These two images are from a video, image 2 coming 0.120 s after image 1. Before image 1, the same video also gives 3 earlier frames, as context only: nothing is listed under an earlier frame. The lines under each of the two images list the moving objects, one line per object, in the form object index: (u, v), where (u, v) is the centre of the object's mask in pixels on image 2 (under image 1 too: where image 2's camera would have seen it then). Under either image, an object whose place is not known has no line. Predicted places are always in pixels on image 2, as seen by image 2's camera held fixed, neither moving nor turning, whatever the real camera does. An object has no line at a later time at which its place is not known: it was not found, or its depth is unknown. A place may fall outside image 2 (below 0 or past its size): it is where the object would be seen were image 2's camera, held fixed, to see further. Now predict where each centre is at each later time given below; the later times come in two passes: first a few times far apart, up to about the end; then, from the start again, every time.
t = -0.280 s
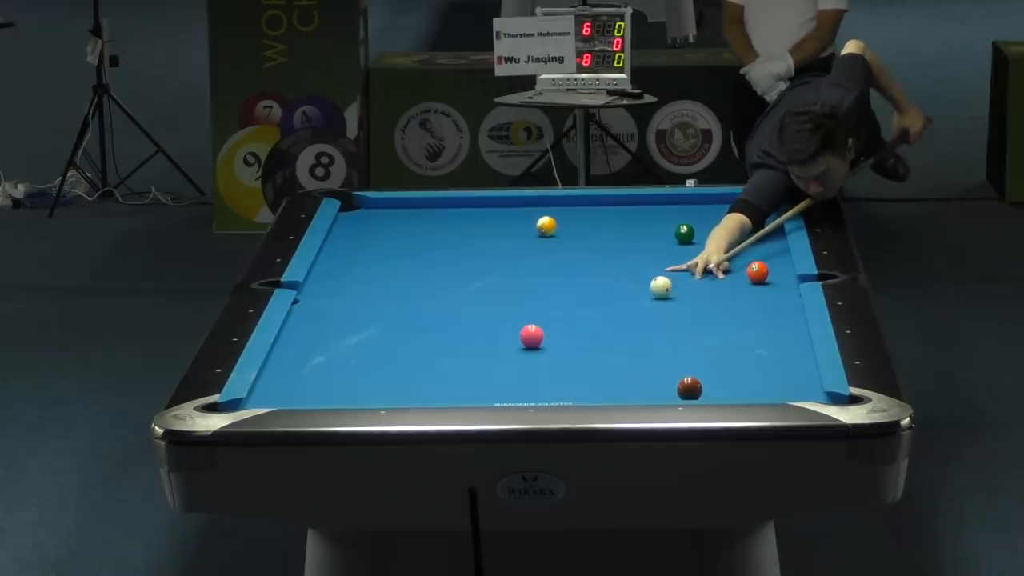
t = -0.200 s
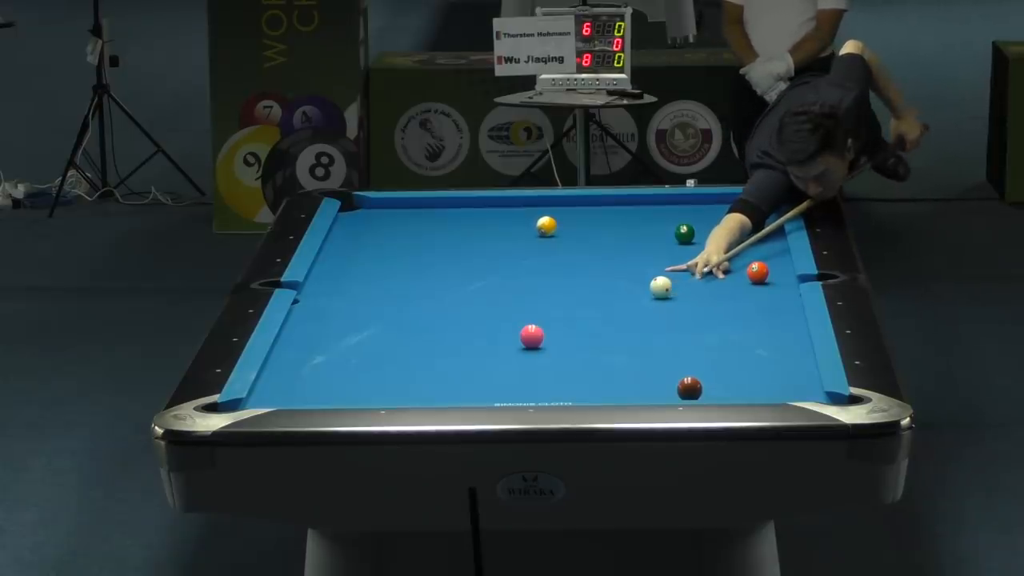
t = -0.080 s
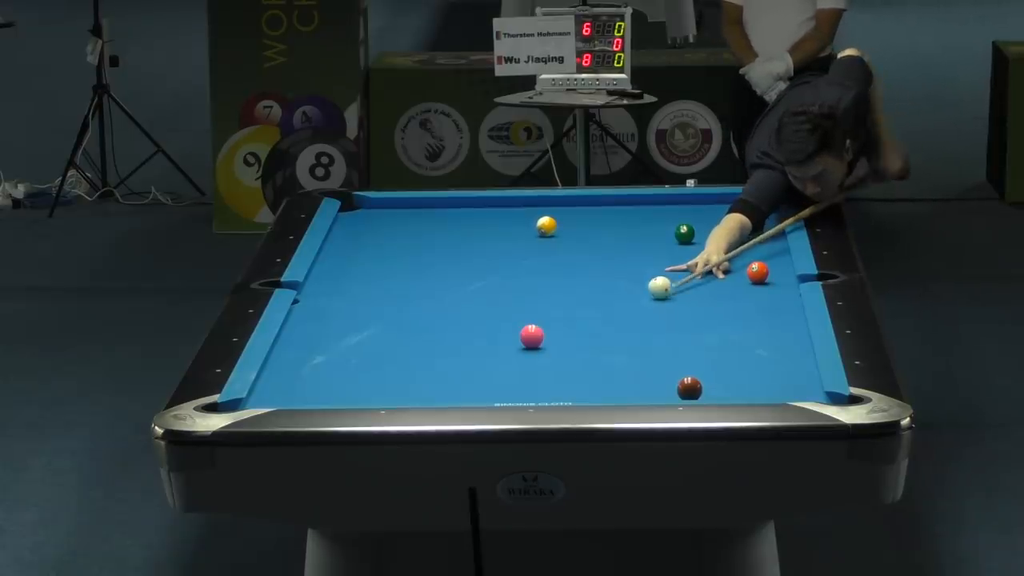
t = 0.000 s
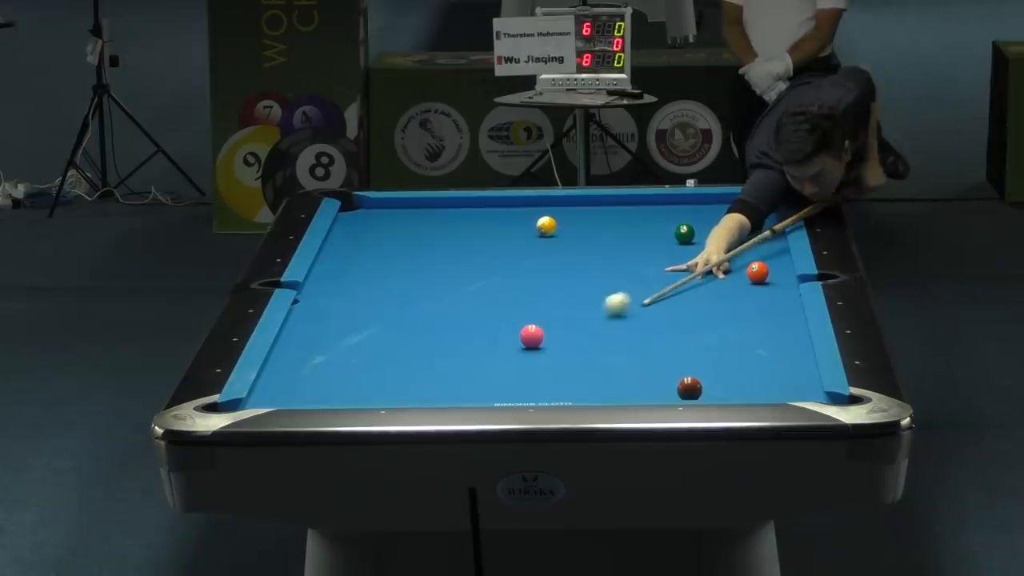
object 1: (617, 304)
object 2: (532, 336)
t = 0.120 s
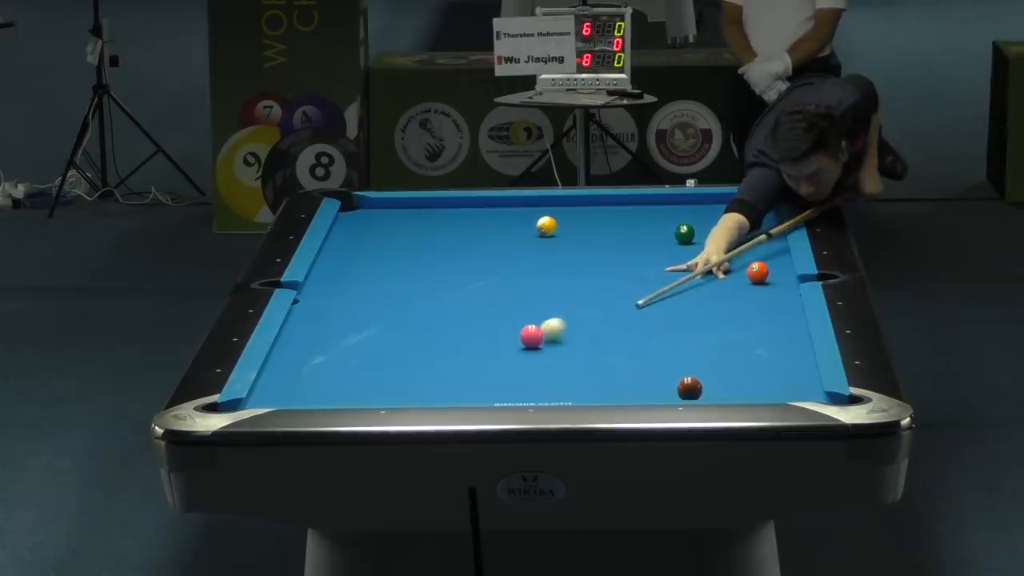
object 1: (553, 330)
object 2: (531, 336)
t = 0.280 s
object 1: (571, 335)
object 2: (432, 362)
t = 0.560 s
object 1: (616, 334)
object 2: (268, 399)
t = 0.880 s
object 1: (665, 332)
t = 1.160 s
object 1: (704, 330)
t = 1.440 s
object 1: (741, 328)
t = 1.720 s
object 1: (775, 327)
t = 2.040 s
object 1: (788, 325)
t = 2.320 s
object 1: (772, 325)
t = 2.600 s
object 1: (759, 325)
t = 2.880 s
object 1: (748, 324)
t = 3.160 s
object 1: (740, 324)
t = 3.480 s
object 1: (735, 324)
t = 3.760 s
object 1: (733, 323)
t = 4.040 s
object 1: (732, 323)
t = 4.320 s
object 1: (733, 323)
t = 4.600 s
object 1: (732, 323)
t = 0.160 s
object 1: (553, 333)
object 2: (510, 341)
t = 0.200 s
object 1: (559, 334)
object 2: (484, 348)
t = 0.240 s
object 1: (565, 335)
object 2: (457, 354)
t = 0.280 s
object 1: (571, 335)
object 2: (432, 362)
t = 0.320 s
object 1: (577, 336)
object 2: (407, 368)
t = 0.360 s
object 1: (584, 336)
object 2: (383, 375)
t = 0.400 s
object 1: (591, 335)
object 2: (360, 381)
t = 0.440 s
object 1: (597, 335)
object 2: (337, 387)
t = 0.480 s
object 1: (604, 335)
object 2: (314, 391)
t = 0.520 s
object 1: (610, 334)
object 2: (290, 395)
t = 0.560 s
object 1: (616, 334)
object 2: (268, 399)
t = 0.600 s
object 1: (622, 334)
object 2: (242, 404)
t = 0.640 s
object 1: (629, 333)
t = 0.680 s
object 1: (635, 333)
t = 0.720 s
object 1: (641, 333)
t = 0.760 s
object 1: (647, 333)
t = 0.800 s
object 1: (653, 333)
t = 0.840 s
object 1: (659, 332)
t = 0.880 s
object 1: (665, 332)
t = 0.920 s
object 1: (671, 332)
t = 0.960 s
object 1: (676, 331)
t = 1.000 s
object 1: (682, 331)
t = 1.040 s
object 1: (688, 331)
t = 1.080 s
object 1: (693, 330)
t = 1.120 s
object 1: (699, 330)
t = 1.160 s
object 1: (704, 330)
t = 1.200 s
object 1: (710, 330)
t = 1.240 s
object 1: (715, 330)
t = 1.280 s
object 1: (720, 329)
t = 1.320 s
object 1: (726, 329)
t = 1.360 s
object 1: (731, 329)
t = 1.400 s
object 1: (736, 329)
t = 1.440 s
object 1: (741, 328)
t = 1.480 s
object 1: (746, 328)
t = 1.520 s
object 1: (751, 328)
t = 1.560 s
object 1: (755, 327)
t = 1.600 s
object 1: (761, 327)
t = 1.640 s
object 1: (765, 327)
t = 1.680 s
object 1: (770, 327)
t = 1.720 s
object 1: (775, 327)
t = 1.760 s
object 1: (779, 326)
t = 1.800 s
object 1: (783, 326)
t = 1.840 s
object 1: (787, 326)
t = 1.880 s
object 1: (792, 326)
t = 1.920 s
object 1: (795, 325)
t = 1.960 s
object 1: (792, 325)
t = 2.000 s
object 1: (790, 325)
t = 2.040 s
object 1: (788, 325)
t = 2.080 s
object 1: (785, 325)
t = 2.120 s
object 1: (783, 325)
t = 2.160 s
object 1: (780, 325)
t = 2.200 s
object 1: (778, 325)
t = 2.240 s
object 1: (776, 325)
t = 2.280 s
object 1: (774, 325)
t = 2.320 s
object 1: (772, 325)
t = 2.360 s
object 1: (770, 325)
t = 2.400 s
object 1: (768, 325)
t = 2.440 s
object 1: (766, 325)
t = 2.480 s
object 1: (764, 325)
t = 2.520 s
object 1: (762, 325)
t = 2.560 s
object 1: (760, 325)
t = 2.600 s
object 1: (759, 325)
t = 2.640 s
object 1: (757, 325)
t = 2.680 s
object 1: (755, 325)
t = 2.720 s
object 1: (753, 325)
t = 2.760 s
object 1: (752, 325)
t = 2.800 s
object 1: (750, 325)
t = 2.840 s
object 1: (749, 324)
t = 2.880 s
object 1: (748, 324)
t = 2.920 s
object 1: (746, 324)
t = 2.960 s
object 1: (745, 324)
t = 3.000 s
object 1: (744, 324)
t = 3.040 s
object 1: (743, 324)
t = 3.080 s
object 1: (742, 324)
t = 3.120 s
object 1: (741, 324)
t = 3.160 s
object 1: (740, 324)
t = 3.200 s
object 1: (739, 324)
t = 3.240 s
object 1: (738, 324)
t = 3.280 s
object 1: (737, 324)
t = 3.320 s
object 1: (737, 324)
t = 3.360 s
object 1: (736, 324)
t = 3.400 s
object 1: (735, 324)
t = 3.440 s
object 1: (735, 324)
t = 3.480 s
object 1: (735, 324)
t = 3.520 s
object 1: (734, 324)
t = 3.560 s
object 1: (733, 324)
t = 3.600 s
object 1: (733, 324)
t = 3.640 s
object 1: (733, 323)
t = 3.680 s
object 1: (733, 323)
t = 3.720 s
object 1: (733, 323)
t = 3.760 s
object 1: (733, 323)
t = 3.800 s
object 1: (732, 323)
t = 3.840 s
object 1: (732, 323)
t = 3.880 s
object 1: (732, 323)
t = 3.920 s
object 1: (732, 323)
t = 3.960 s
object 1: (733, 323)
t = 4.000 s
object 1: (733, 323)
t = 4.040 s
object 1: (732, 323)
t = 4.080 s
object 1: (732, 323)
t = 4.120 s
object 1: (733, 323)
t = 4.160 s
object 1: (732, 323)
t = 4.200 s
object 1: (733, 323)
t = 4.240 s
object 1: (733, 323)
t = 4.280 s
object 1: (733, 323)
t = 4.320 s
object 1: (733, 323)
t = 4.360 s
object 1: (733, 323)
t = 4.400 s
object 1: (732, 323)
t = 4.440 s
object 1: (733, 323)
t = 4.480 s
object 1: (732, 323)
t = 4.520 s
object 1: (732, 323)
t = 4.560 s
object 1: (733, 323)
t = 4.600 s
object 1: (732, 323)
